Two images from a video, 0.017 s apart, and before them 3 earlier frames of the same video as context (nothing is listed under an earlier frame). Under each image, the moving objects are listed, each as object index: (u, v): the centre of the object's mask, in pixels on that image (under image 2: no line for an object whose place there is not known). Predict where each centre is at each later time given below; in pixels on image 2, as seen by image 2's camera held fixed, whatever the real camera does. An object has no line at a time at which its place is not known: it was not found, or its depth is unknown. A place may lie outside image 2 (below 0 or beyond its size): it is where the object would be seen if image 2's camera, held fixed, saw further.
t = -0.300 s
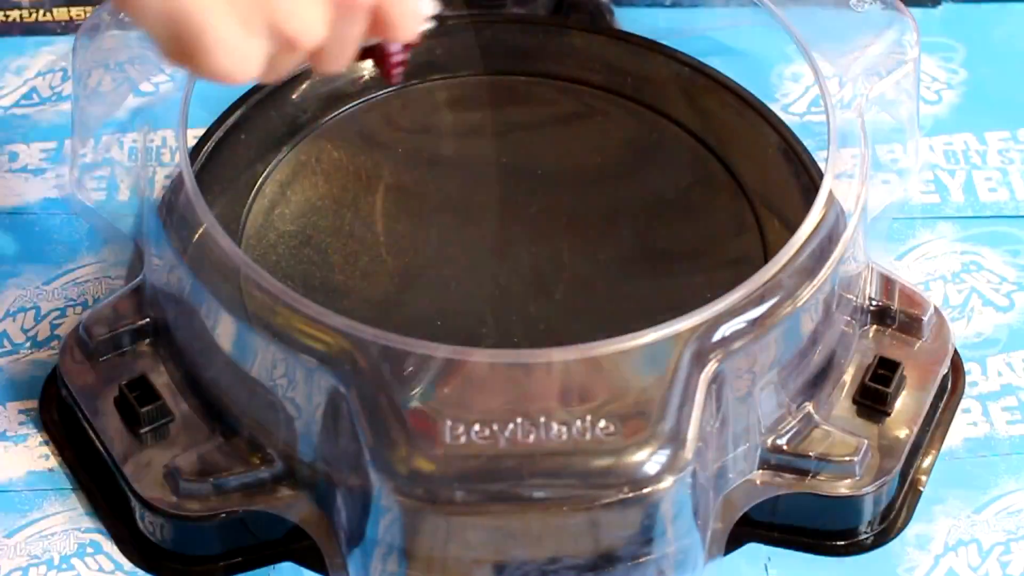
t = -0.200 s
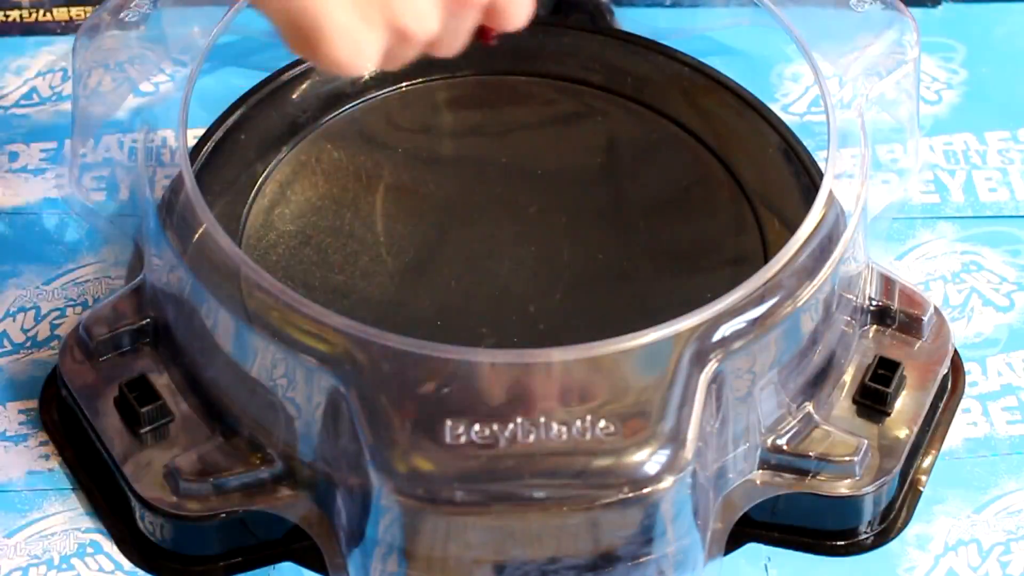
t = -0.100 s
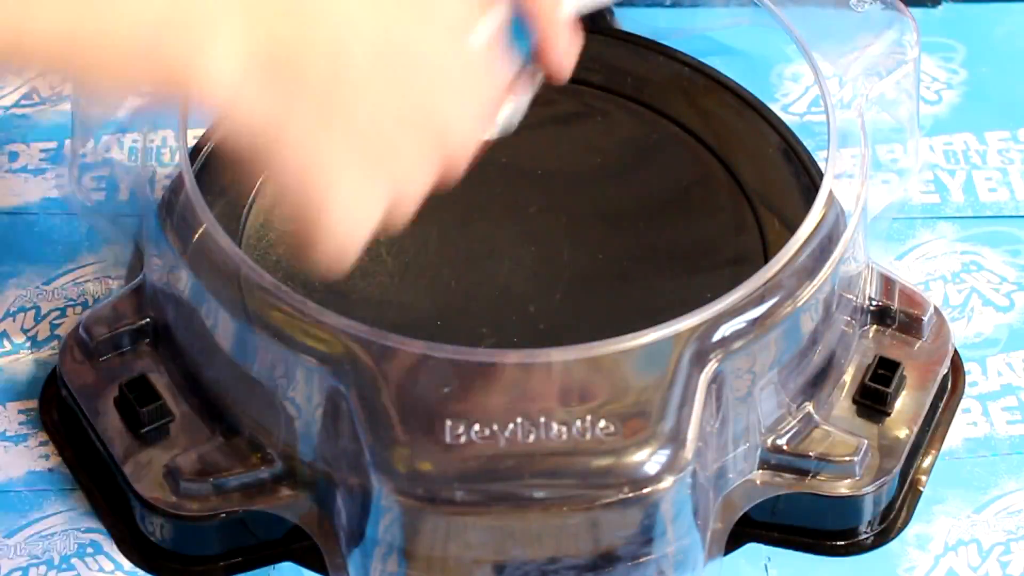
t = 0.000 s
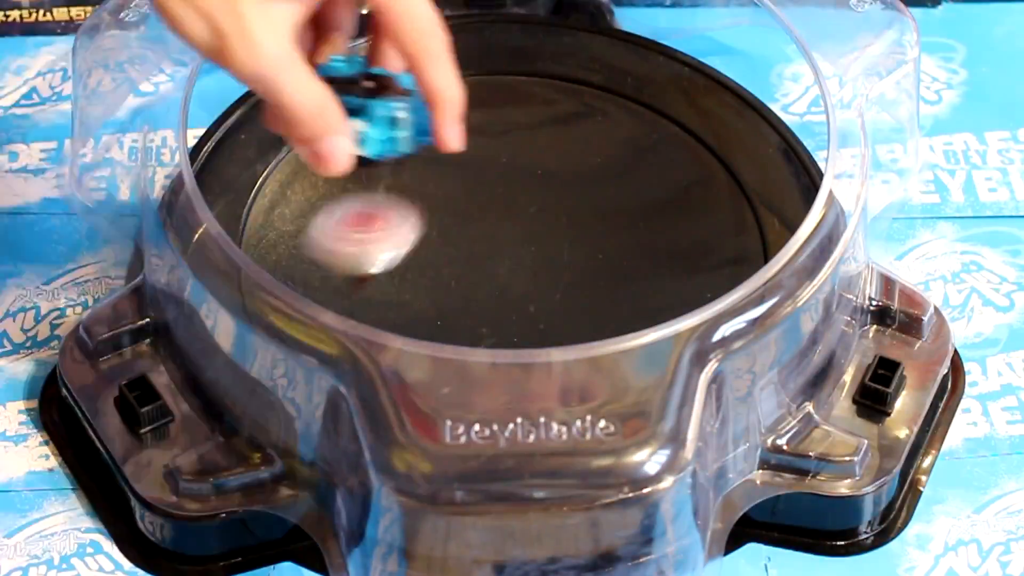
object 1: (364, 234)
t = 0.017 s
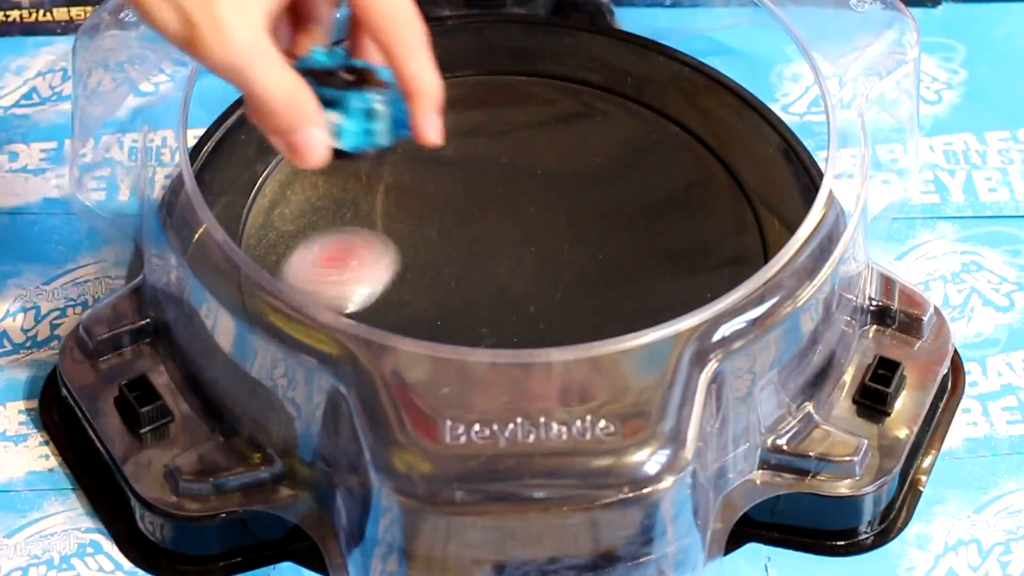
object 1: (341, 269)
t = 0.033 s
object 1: (319, 309)
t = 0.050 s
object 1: (294, 348)
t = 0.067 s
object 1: (281, 337)
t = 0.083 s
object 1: (264, 327)
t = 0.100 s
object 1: (255, 320)
